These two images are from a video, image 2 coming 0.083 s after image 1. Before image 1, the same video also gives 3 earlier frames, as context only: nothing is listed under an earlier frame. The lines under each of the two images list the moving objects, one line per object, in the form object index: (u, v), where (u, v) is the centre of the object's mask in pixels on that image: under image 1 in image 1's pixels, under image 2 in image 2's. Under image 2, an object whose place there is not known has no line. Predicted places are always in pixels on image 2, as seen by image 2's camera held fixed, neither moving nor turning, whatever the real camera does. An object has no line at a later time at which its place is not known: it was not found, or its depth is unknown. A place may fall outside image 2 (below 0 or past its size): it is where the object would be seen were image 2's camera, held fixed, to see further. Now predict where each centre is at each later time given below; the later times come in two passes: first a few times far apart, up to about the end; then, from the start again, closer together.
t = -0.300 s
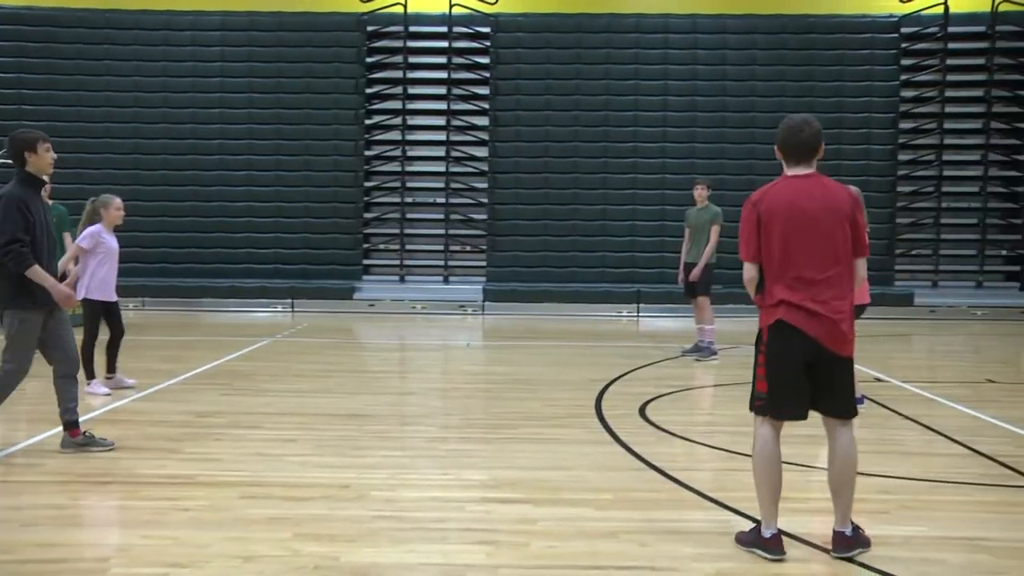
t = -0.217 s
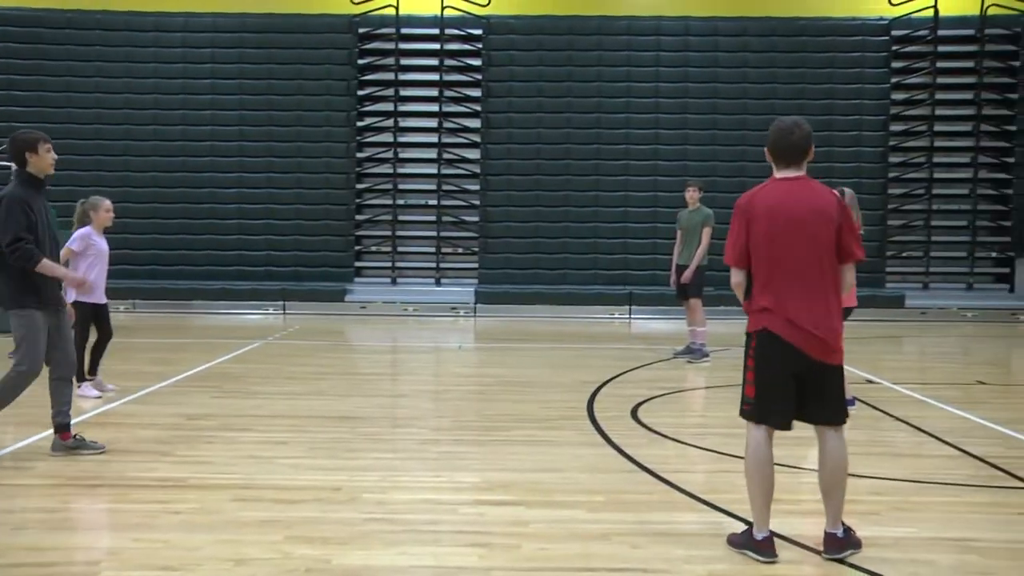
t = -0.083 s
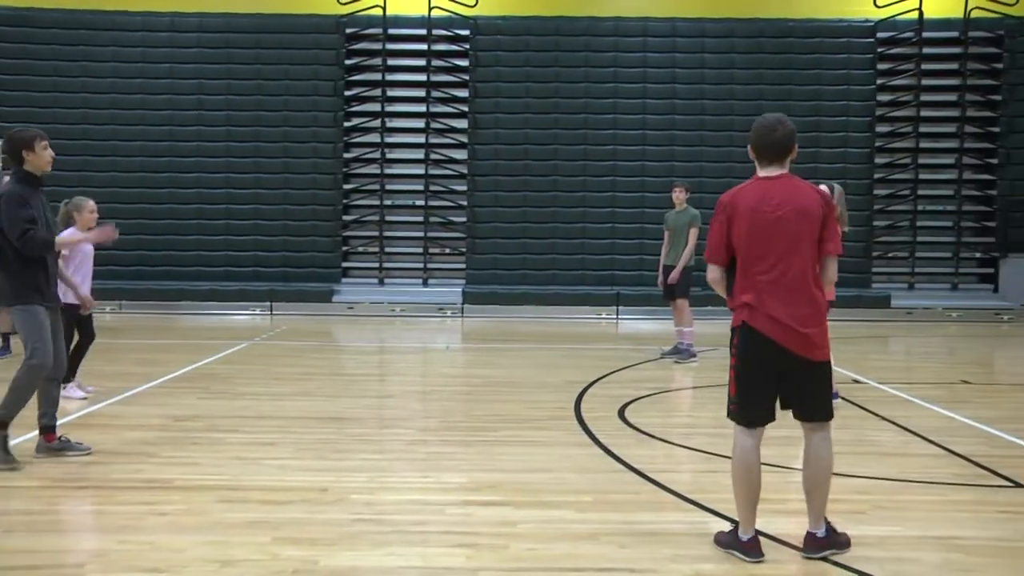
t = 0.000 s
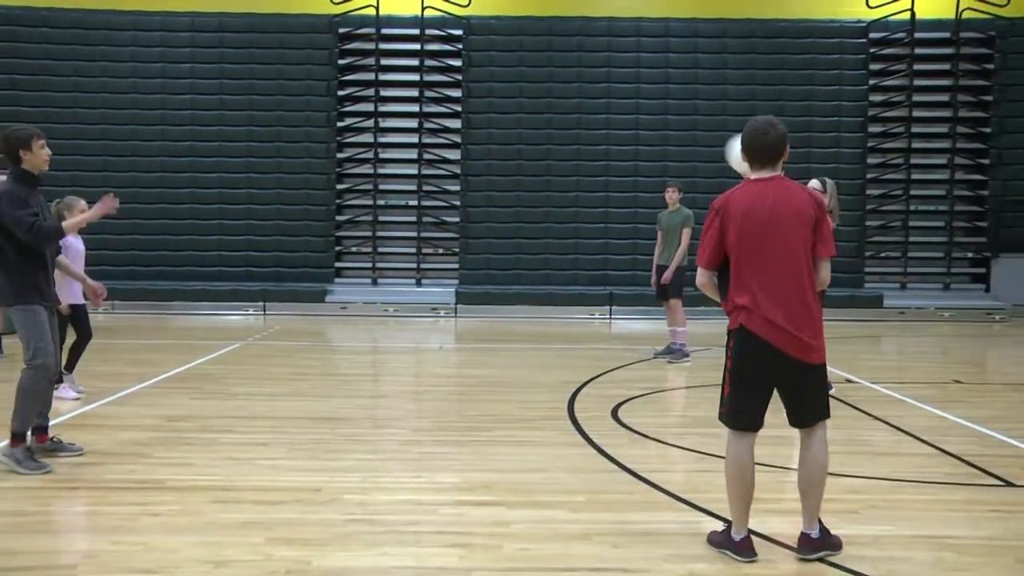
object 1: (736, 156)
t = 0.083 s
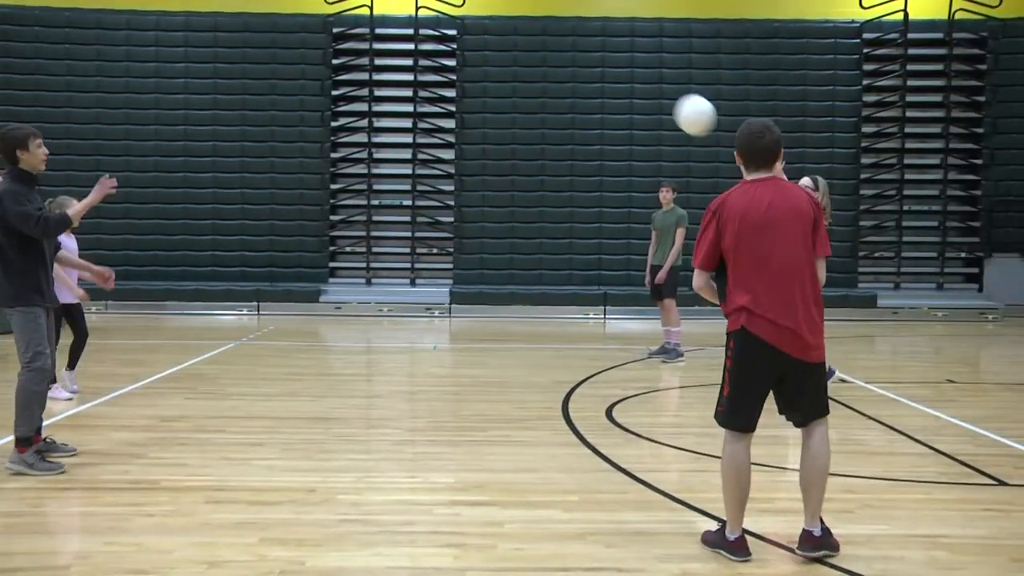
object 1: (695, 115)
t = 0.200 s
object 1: (627, 74)
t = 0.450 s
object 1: (478, 50)
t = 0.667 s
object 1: (341, 108)
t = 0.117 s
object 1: (676, 101)
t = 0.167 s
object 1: (647, 84)
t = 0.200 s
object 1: (627, 74)
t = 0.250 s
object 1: (598, 61)
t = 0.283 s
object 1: (579, 55)
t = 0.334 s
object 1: (549, 49)
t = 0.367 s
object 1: (529, 47)
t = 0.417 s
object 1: (499, 47)
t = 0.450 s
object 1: (478, 50)
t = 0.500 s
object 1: (448, 56)
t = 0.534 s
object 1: (427, 63)
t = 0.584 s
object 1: (396, 76)
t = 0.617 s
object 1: (375, 86)
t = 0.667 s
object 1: (341, 108)
